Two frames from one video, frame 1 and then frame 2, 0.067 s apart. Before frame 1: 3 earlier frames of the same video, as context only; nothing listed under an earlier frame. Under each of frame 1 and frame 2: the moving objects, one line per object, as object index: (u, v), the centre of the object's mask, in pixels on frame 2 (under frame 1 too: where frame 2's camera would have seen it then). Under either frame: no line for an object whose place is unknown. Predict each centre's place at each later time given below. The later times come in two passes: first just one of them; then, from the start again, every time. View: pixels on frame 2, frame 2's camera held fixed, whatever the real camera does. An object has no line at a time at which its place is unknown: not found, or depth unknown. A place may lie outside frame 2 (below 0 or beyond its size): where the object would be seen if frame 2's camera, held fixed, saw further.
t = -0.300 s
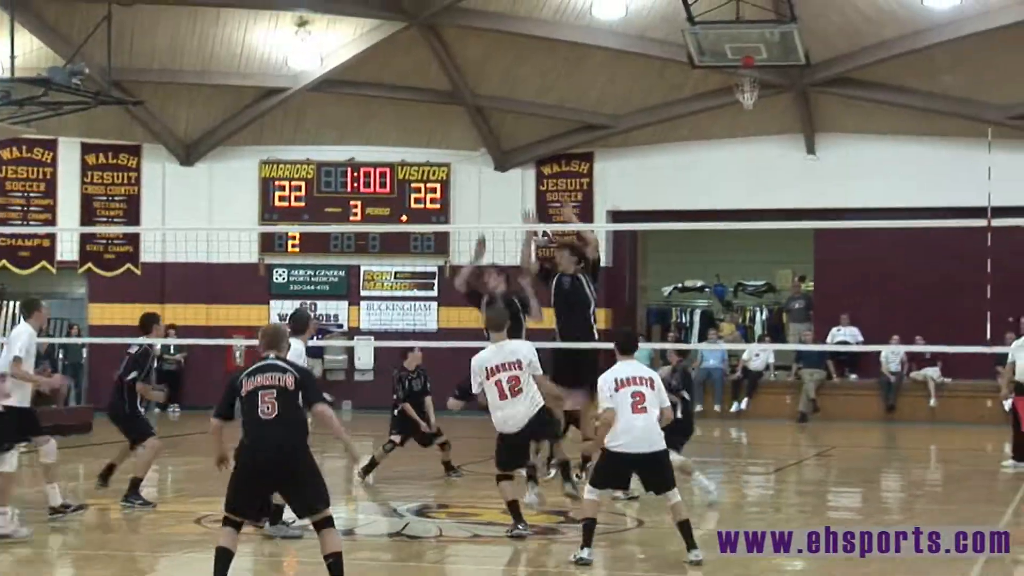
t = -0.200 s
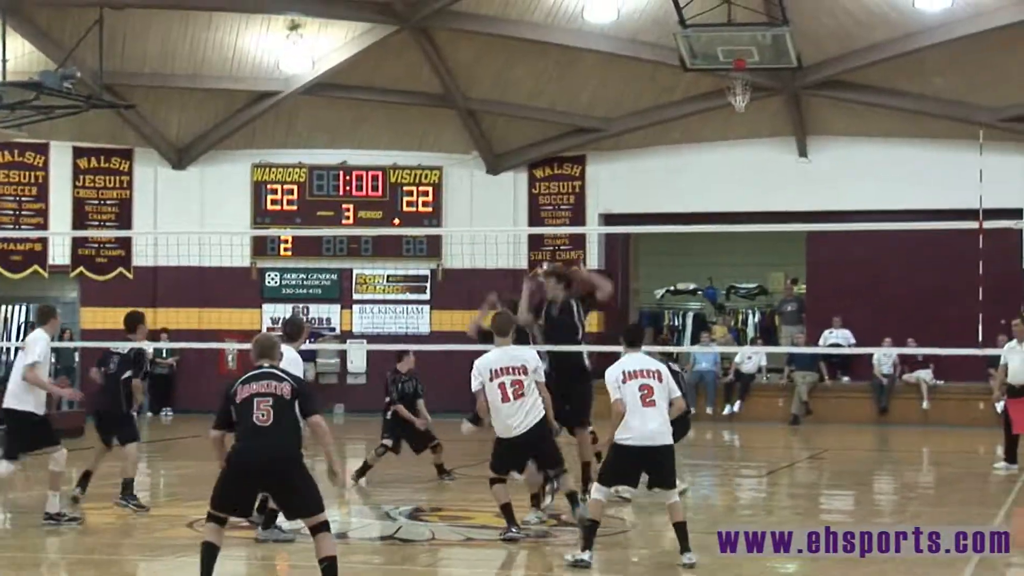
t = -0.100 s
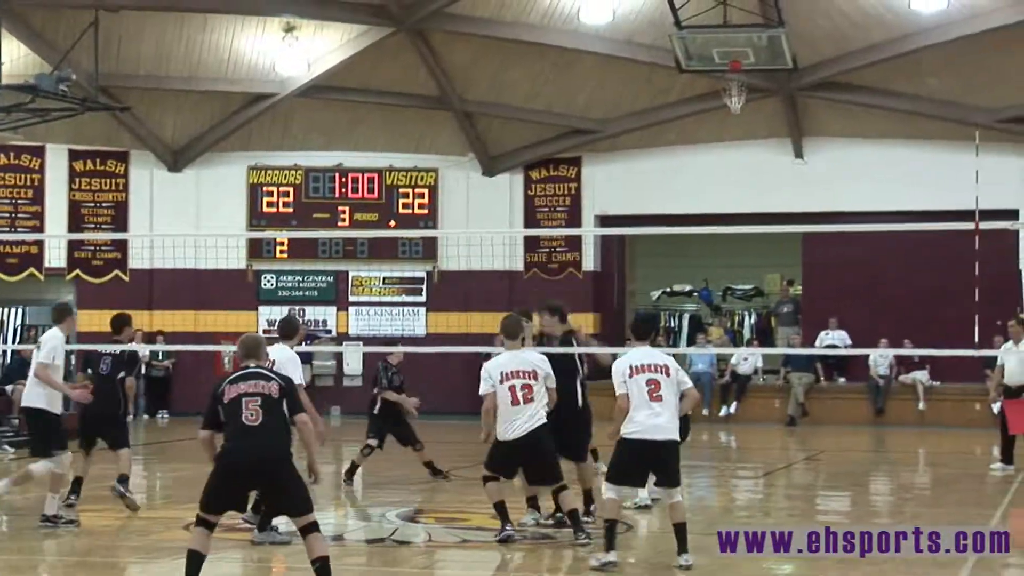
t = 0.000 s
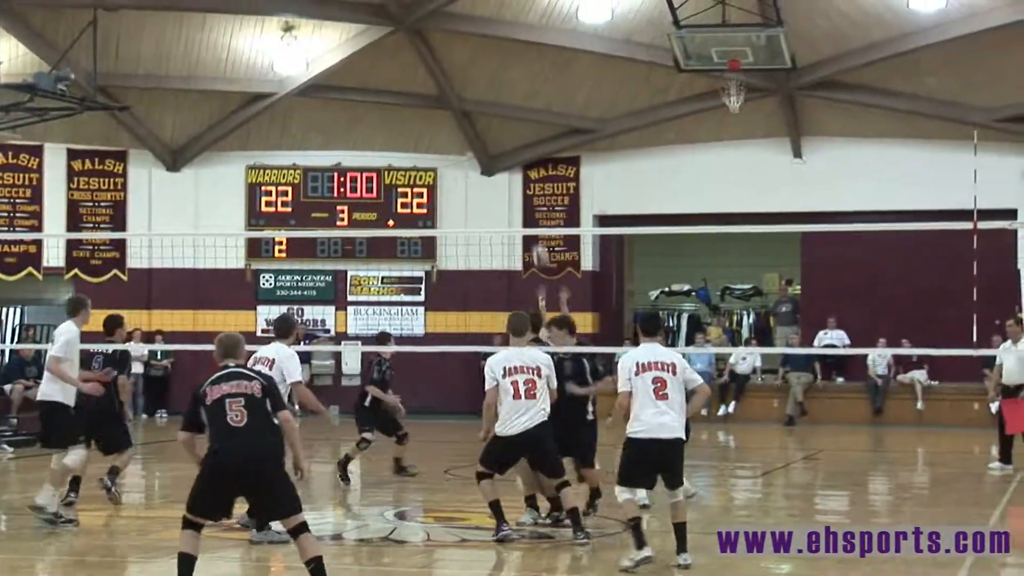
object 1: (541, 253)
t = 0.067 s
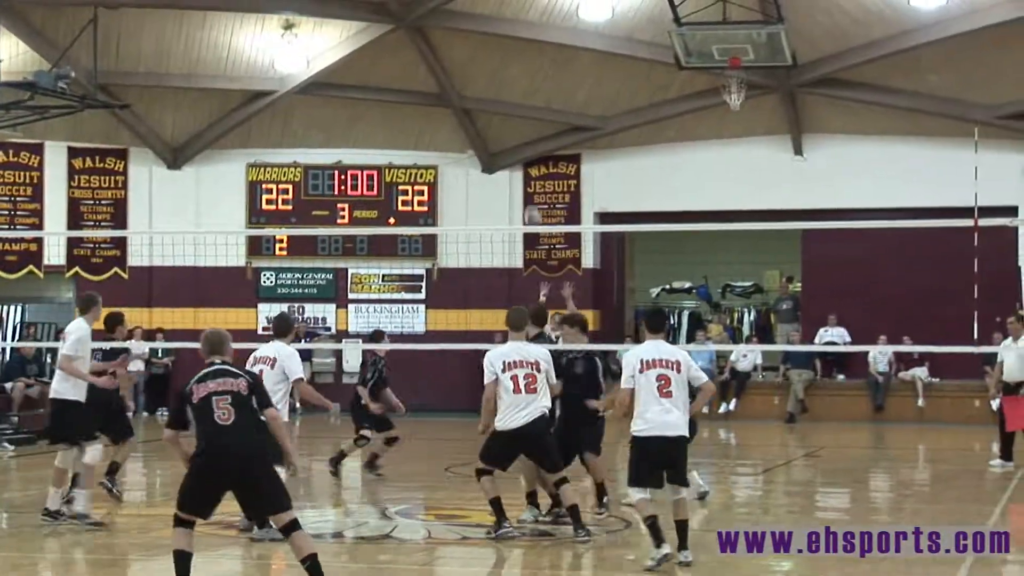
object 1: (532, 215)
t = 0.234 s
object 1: (511, 141)
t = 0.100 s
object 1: (528, 200)
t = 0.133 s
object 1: (524, 185)
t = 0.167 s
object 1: (520, 168)
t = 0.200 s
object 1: (516, 155)
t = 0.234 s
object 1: (511, 141)
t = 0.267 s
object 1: (507, 129)
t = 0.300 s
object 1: (502, 118)
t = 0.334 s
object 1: (498, 108)
